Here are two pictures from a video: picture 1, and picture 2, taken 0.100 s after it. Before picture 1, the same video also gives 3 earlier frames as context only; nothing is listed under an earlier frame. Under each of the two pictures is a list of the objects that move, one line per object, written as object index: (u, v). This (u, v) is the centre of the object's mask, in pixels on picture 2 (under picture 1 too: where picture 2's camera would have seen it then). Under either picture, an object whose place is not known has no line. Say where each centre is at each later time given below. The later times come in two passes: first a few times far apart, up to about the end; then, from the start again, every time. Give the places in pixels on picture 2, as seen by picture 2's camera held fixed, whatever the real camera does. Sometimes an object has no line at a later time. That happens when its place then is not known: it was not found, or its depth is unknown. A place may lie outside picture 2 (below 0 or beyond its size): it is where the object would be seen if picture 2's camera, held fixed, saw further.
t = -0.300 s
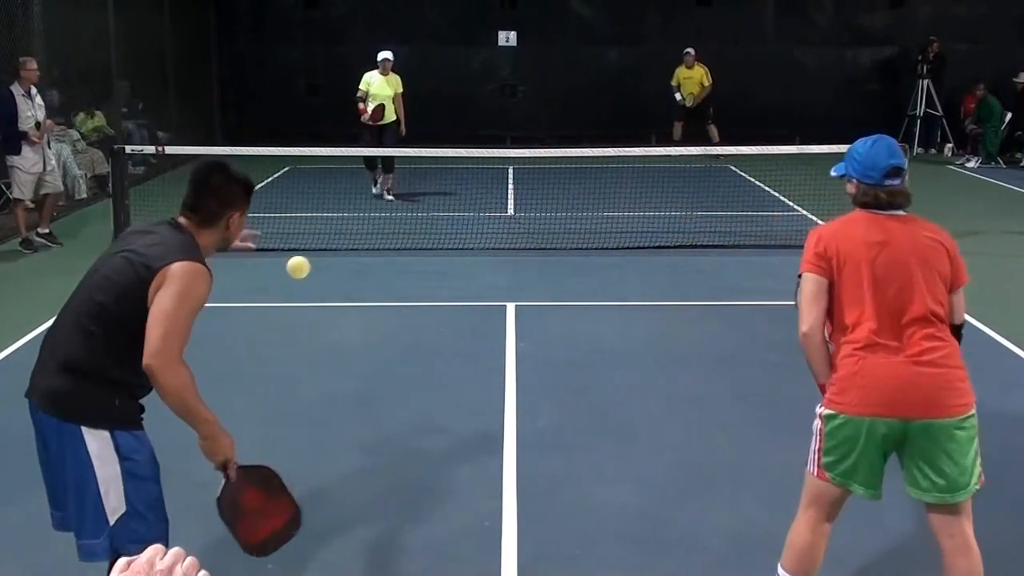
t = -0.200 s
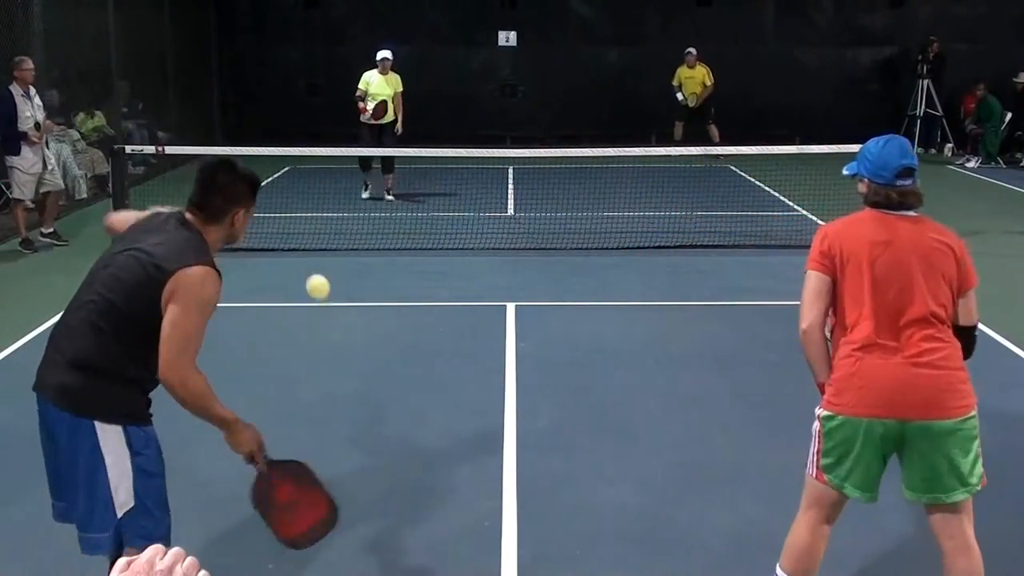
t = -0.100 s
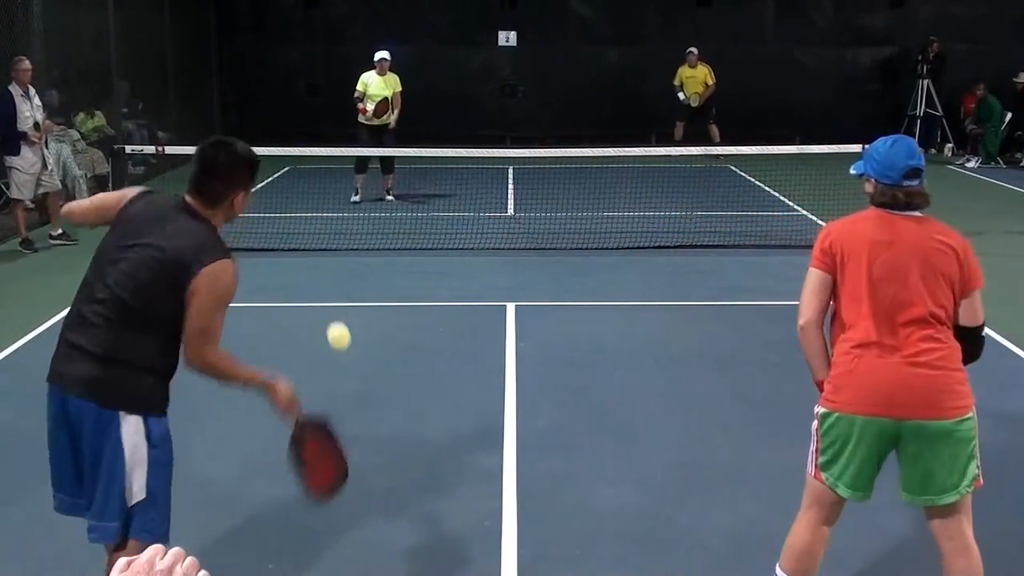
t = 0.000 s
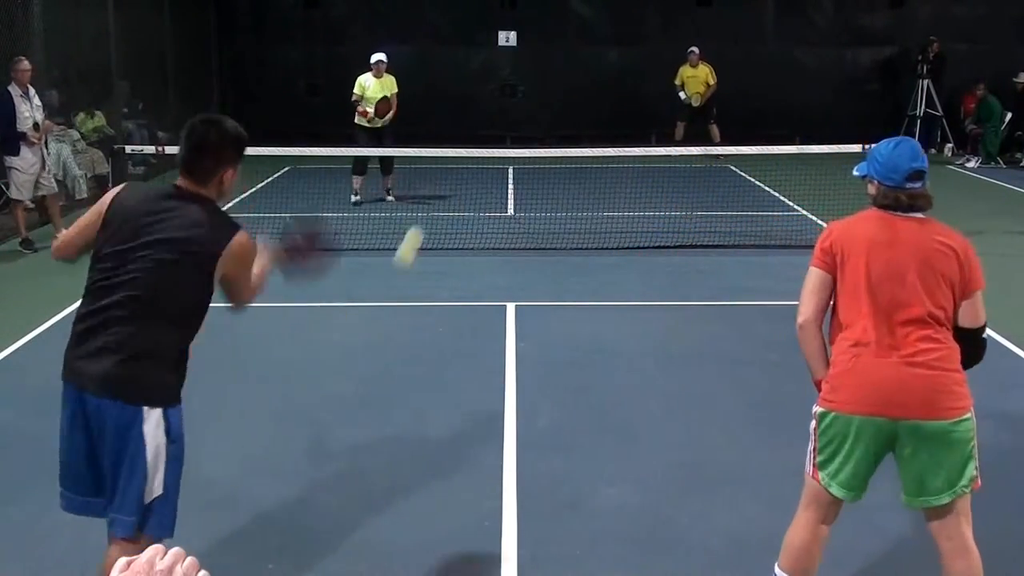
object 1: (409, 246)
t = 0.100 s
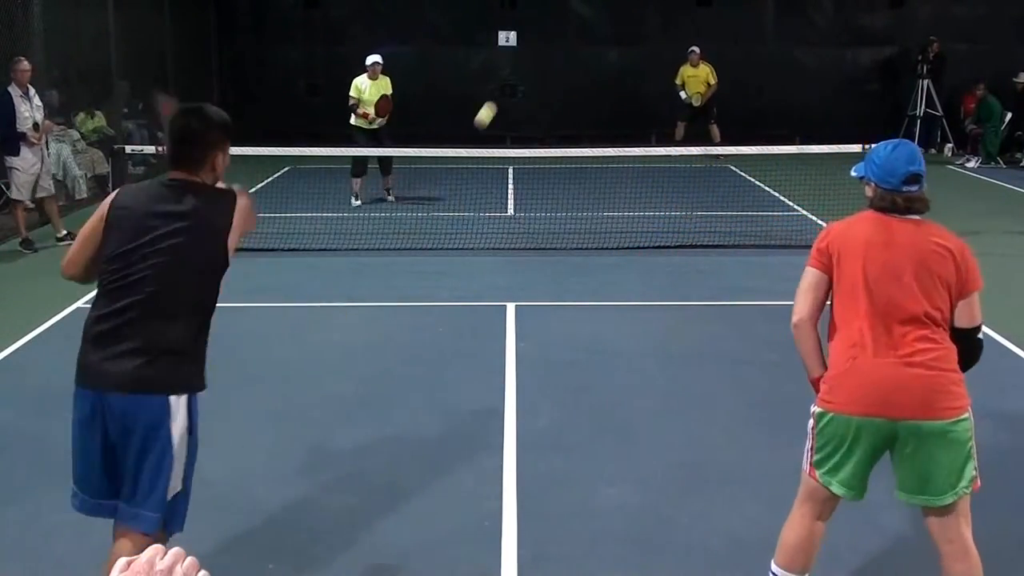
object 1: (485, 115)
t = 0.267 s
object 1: (561, 29)
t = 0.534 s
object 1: (628, 28)
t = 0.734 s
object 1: (659, 75)
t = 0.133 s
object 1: (504, 89)
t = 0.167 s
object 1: (521, 67)
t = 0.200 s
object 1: (535, 51)
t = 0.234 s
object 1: (549, 38)
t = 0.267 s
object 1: (561, 29)
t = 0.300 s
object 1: (572, 22)
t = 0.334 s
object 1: (581, 18)
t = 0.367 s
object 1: (591, 16)
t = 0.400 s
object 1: (599, 16)
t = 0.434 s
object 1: (607, 17)
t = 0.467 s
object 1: (615, 20)
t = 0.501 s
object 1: (622, 24)
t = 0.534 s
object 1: (628, 28)
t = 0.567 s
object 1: (634, 34)
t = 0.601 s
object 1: (640, 41)
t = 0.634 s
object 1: (645, 49)
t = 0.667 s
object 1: (650, 57)
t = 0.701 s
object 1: (654, 66)
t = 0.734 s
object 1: (659, 75)
